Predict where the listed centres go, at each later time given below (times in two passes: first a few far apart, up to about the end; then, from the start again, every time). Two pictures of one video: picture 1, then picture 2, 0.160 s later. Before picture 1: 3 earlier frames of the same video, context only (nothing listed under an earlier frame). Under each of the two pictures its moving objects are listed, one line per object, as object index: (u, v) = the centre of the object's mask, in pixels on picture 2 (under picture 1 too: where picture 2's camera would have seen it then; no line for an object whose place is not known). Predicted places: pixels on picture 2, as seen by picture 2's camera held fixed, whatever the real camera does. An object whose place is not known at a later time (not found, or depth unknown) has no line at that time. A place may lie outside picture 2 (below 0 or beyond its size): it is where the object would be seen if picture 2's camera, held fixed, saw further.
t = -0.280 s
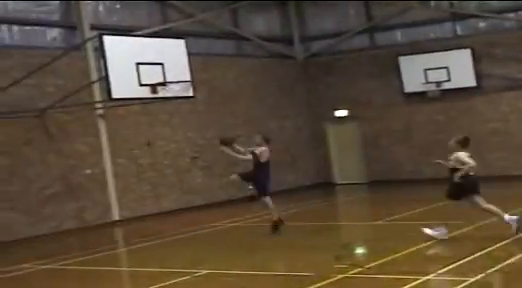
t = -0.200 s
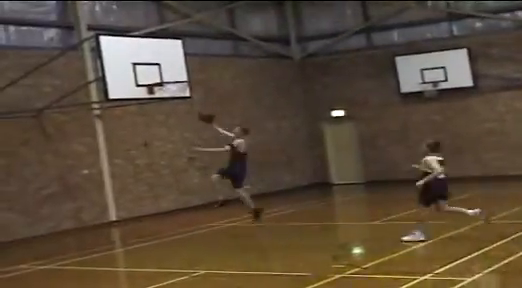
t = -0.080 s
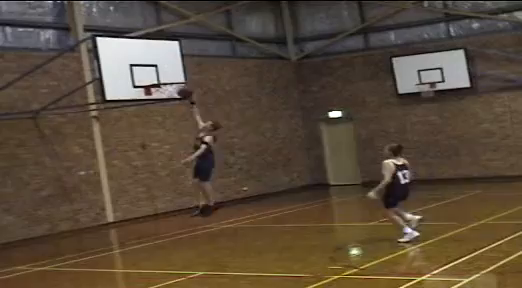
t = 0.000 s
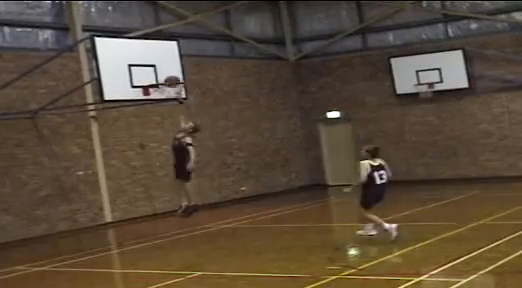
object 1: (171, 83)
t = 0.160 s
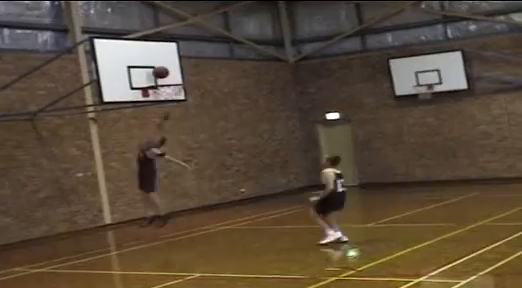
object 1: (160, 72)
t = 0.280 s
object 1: (160, 72)
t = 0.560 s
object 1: (175, 91)
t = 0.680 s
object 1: (186, 106)
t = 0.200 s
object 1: (160, 71)
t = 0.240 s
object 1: (160, 71)
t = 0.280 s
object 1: (160, 72)
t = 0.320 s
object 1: (160, 73)
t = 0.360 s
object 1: (160, 76)
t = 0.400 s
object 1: (161, 79)
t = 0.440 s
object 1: (163, 83)
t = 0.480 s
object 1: (166, 85)
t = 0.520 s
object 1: (170, 87)
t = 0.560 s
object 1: (175, 91)
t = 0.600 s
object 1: (180, 95)
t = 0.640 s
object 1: (183, 101)
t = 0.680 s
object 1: (186, 106)
